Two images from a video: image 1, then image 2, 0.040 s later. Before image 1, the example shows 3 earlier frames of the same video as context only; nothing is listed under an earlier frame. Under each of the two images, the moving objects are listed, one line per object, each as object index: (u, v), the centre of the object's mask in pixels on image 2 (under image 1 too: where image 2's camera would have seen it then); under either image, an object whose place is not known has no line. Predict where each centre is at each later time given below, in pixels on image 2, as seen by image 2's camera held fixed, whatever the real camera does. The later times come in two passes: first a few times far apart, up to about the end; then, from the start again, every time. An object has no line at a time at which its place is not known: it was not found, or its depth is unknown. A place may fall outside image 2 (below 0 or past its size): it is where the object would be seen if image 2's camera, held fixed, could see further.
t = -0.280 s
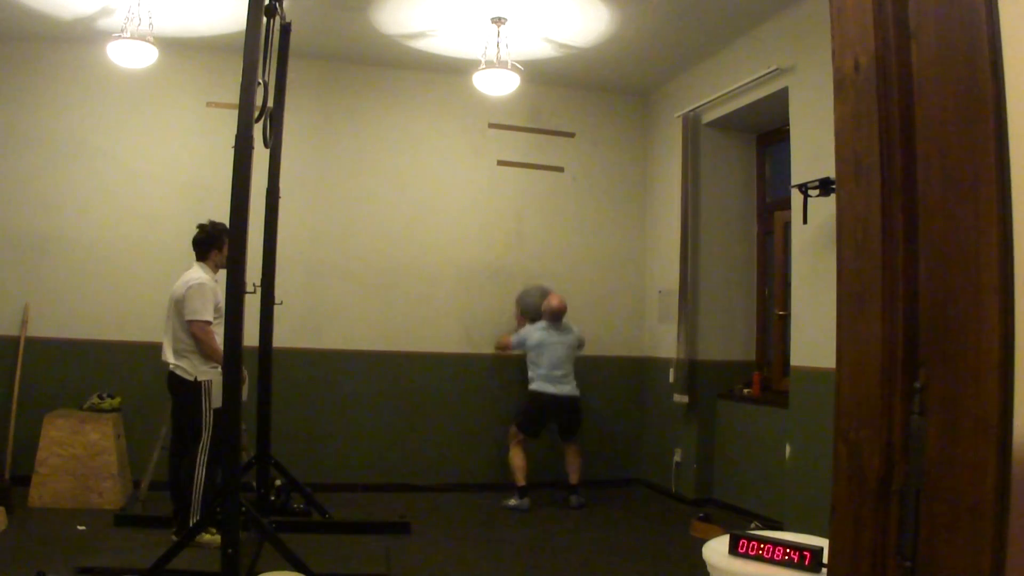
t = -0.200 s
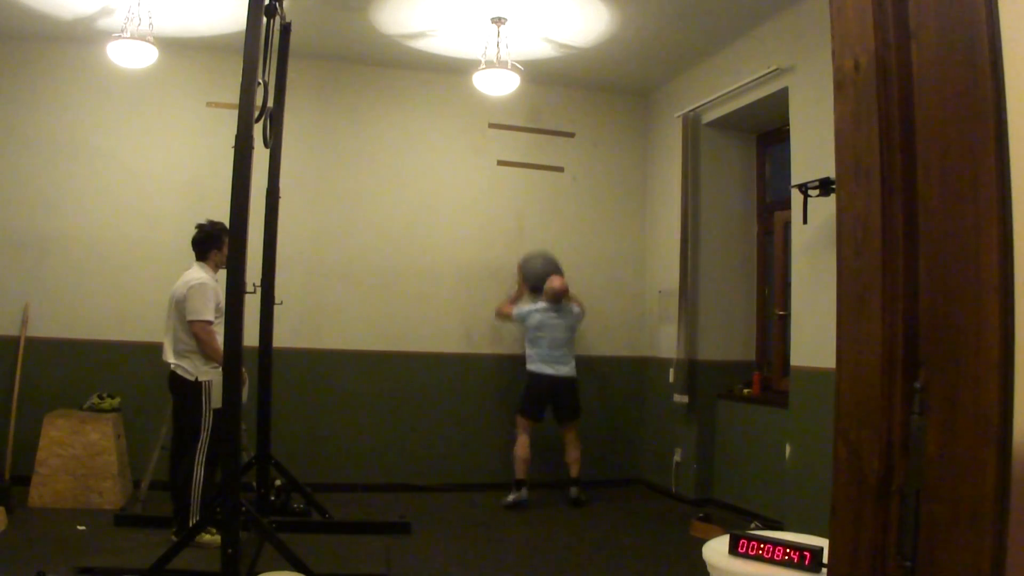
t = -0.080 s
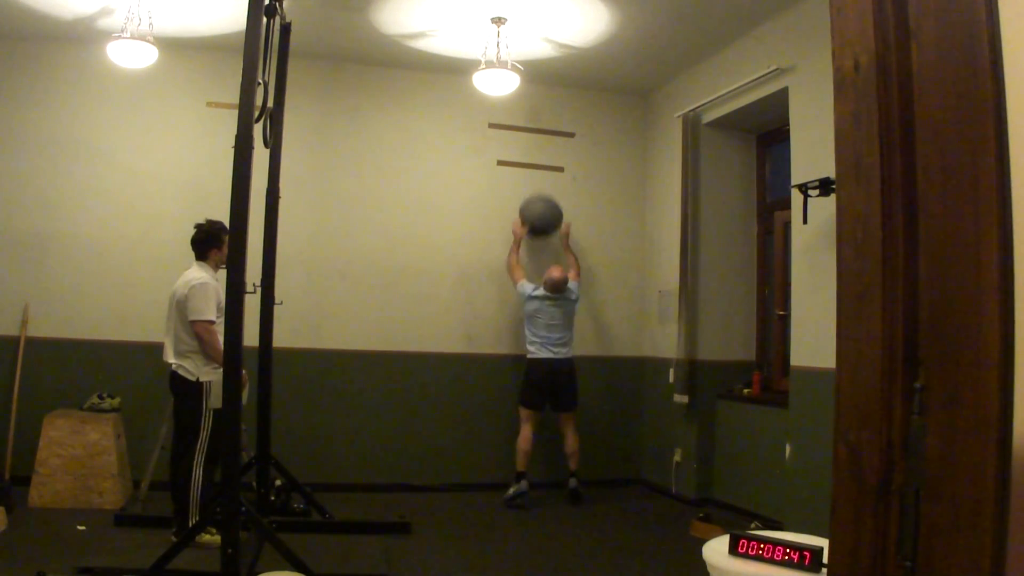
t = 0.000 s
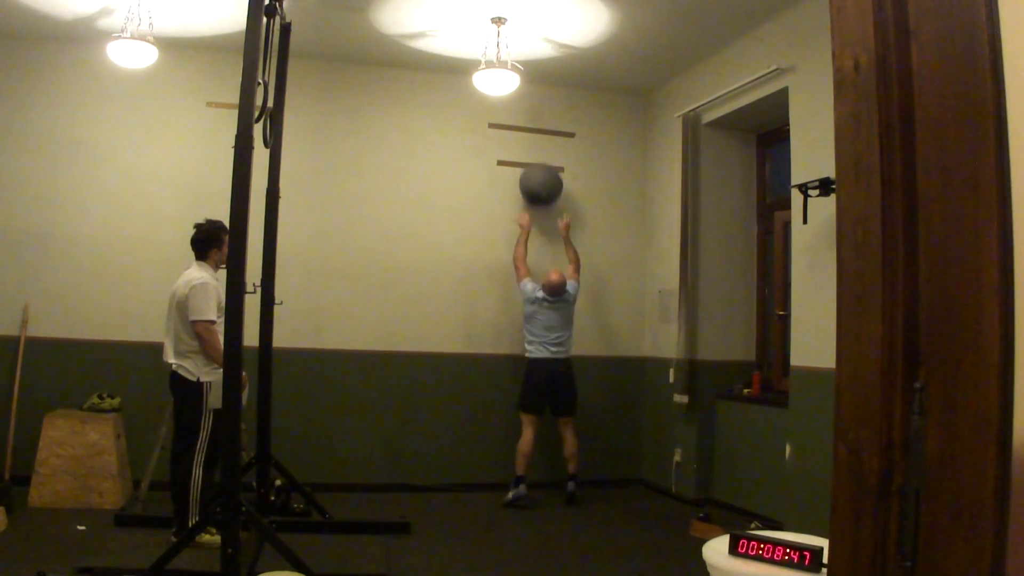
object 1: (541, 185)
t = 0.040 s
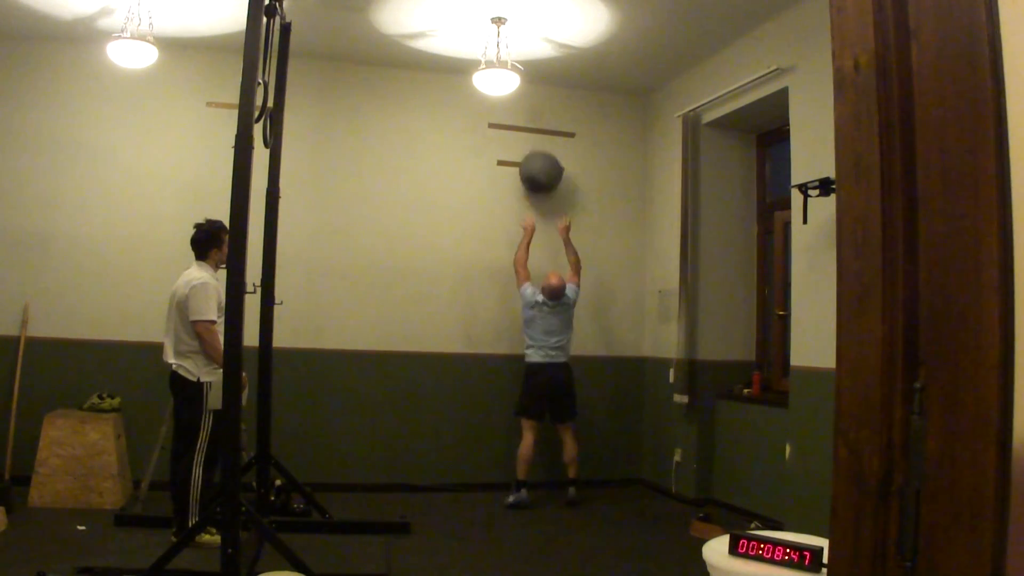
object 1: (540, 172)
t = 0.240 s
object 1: (540, 141)
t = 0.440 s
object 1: (542, 154)
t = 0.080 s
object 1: (540, 162)
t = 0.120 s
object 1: (540, 154)
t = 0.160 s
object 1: (540, 149)
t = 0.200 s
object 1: (540, 145)
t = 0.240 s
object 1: (540, 141)
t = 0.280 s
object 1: (540, 141)
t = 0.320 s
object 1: (540, 141)
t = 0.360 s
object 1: (541, 144)
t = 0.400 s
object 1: (541, 148)
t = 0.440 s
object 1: (542, 154)
